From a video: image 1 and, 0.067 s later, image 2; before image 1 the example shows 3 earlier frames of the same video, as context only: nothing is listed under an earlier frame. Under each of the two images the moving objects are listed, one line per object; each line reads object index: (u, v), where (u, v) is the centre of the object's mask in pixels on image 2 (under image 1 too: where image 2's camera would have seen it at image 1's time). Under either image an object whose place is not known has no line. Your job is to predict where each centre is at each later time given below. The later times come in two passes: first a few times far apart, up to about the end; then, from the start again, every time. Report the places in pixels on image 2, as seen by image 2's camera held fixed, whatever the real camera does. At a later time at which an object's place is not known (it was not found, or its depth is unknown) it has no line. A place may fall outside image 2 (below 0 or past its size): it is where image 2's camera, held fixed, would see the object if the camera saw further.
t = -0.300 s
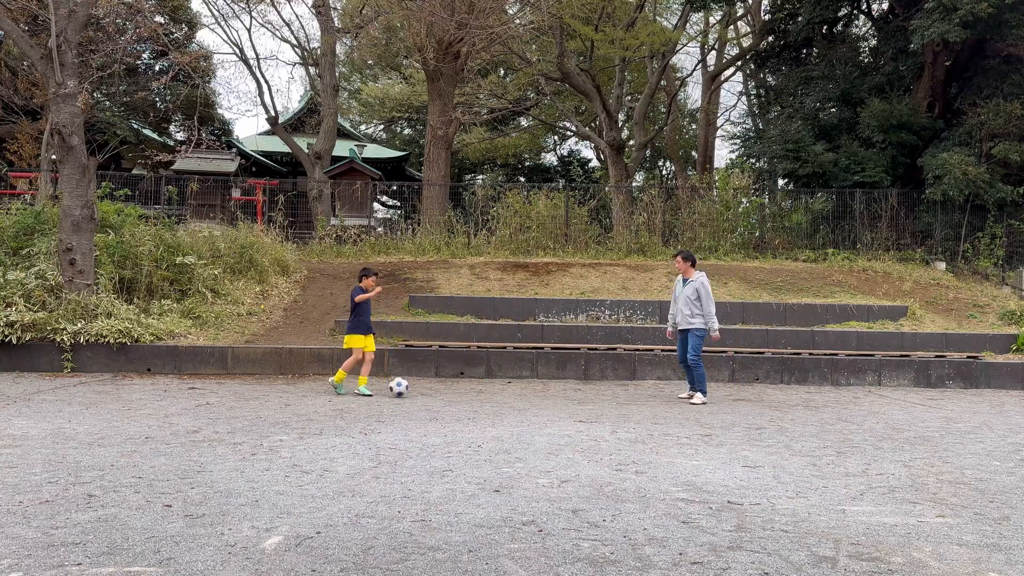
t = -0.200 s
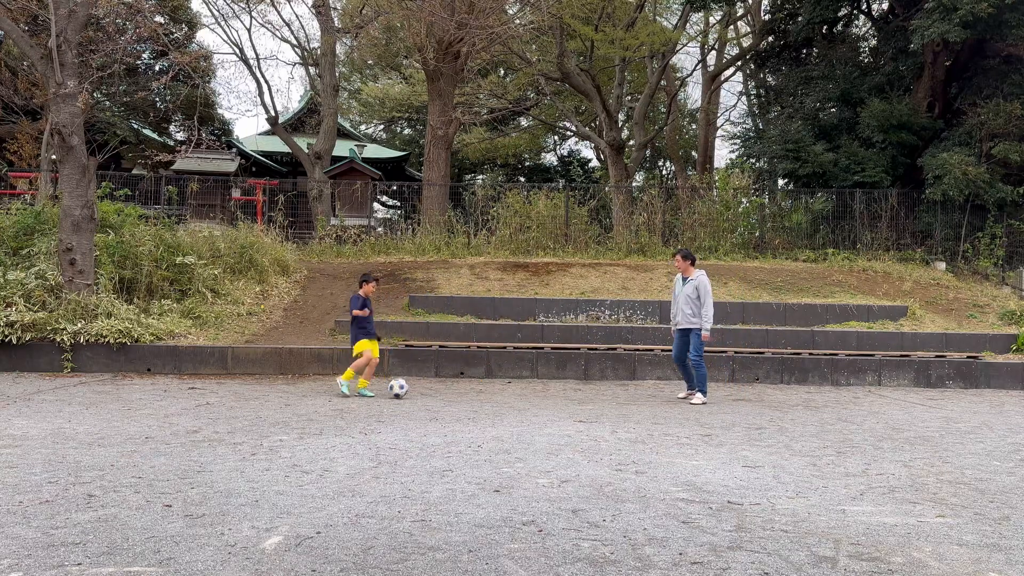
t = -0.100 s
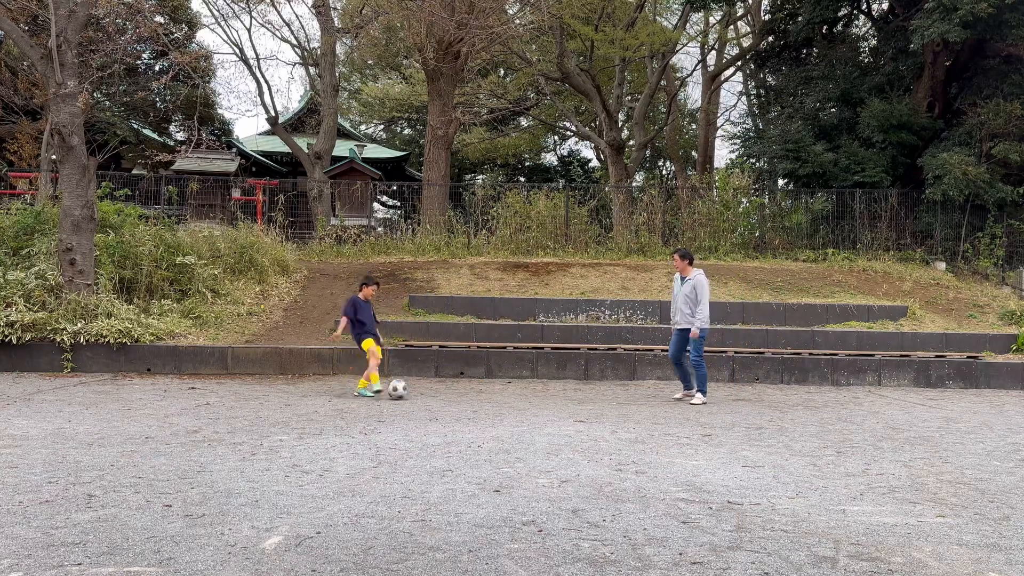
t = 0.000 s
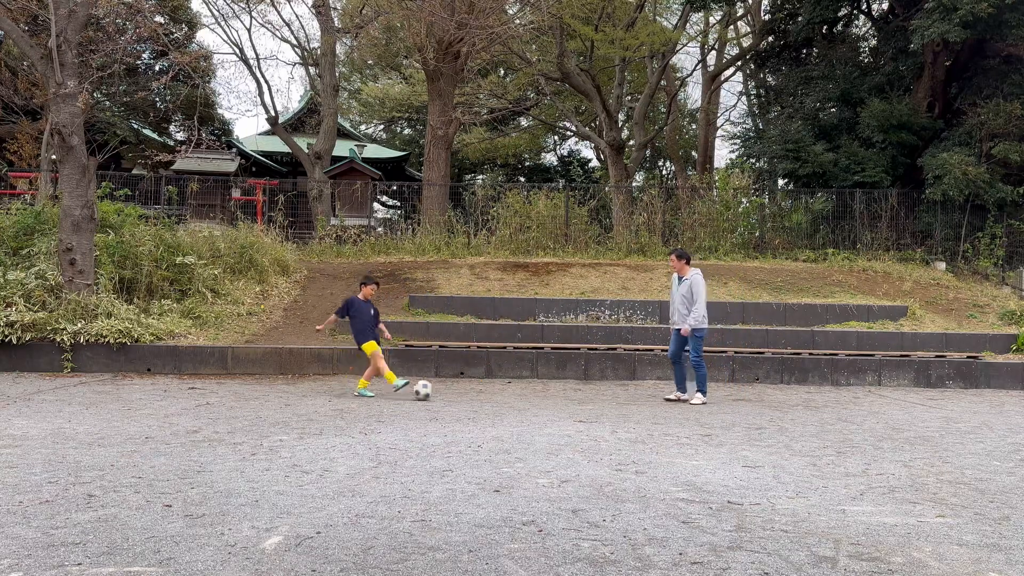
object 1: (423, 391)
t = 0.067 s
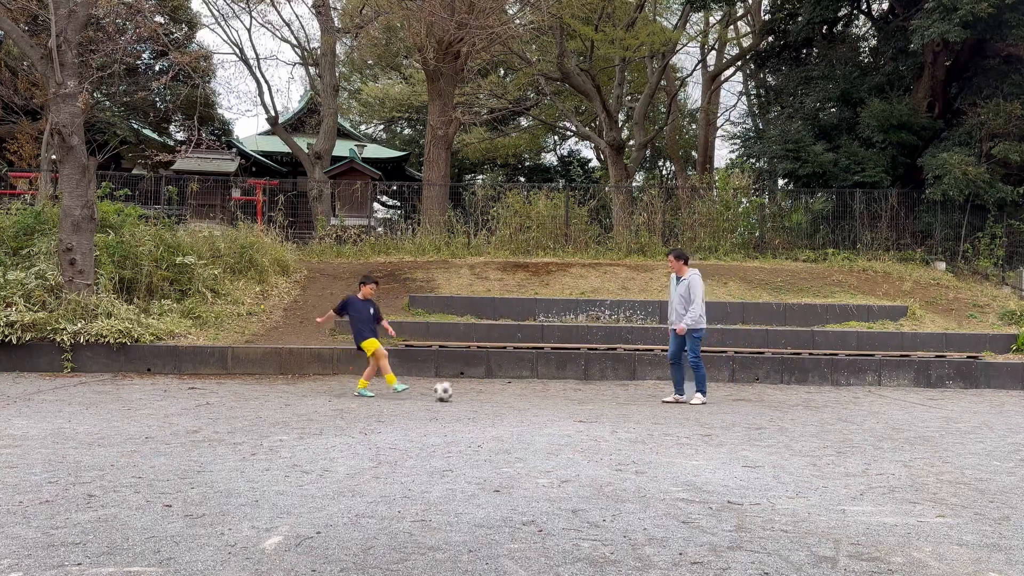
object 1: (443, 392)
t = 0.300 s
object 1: (498, 393)
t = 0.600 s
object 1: (563, 396)
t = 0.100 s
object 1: (452, 392)
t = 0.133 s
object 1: (461, 392)
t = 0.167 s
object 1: (469, 393)
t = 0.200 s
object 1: (477, 393)
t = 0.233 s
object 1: (484, 393)
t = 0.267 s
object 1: (492, 393)
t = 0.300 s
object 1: (498, 393)
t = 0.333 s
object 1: (506, 394)
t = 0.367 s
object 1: (513, 393)
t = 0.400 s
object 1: (520, 394)
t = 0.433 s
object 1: (527, 395)
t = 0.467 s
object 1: (535, 395)
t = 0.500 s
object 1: (542, 395)
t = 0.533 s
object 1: (549, 395)
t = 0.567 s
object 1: (556, 396)
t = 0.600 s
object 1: (563, 396)
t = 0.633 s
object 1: (570, 397)
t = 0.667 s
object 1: (578, 397)
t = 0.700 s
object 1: (585, 397)
